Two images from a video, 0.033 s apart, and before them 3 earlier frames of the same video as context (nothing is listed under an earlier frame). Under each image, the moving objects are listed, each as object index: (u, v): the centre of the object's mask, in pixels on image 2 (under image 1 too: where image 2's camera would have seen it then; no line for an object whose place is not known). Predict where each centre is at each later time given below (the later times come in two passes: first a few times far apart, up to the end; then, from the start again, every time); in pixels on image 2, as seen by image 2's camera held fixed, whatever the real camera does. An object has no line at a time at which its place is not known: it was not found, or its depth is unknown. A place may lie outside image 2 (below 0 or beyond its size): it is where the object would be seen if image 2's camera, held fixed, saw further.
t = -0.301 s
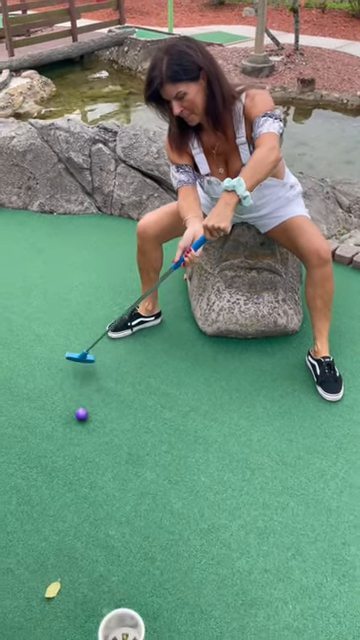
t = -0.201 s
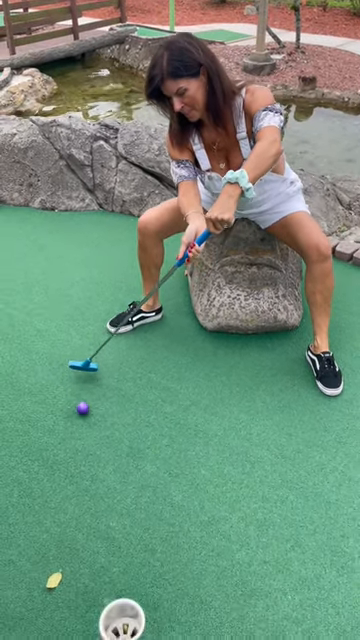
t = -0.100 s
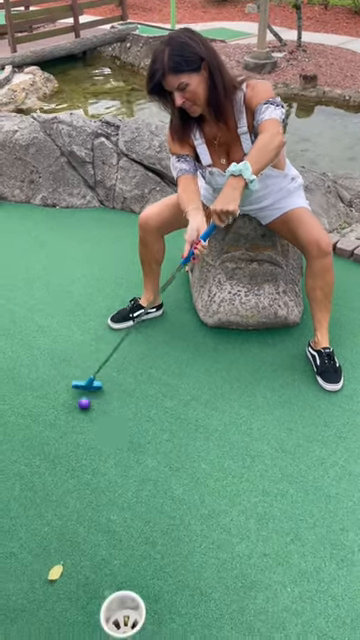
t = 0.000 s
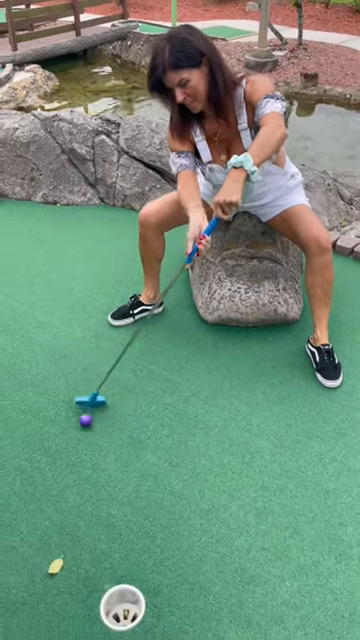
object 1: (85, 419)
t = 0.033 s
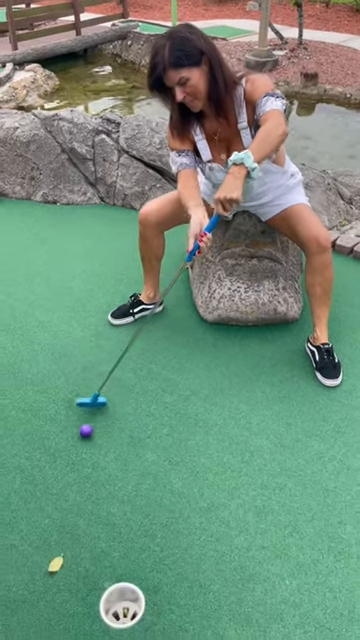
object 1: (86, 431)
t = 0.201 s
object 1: (88, 487)
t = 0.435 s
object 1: (91, 572)
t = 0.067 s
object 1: (86, 442)
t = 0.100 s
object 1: (86, 455)
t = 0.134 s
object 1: (87, 465)
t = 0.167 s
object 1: (87, 475)
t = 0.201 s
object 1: (88, 487)
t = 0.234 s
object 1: (88, 498)
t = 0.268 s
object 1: (89, 509)
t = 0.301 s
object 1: (90, 522)
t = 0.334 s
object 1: (90, 534)
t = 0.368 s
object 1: (90, 546)
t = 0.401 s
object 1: (91, 559)
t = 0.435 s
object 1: (91, 572)
